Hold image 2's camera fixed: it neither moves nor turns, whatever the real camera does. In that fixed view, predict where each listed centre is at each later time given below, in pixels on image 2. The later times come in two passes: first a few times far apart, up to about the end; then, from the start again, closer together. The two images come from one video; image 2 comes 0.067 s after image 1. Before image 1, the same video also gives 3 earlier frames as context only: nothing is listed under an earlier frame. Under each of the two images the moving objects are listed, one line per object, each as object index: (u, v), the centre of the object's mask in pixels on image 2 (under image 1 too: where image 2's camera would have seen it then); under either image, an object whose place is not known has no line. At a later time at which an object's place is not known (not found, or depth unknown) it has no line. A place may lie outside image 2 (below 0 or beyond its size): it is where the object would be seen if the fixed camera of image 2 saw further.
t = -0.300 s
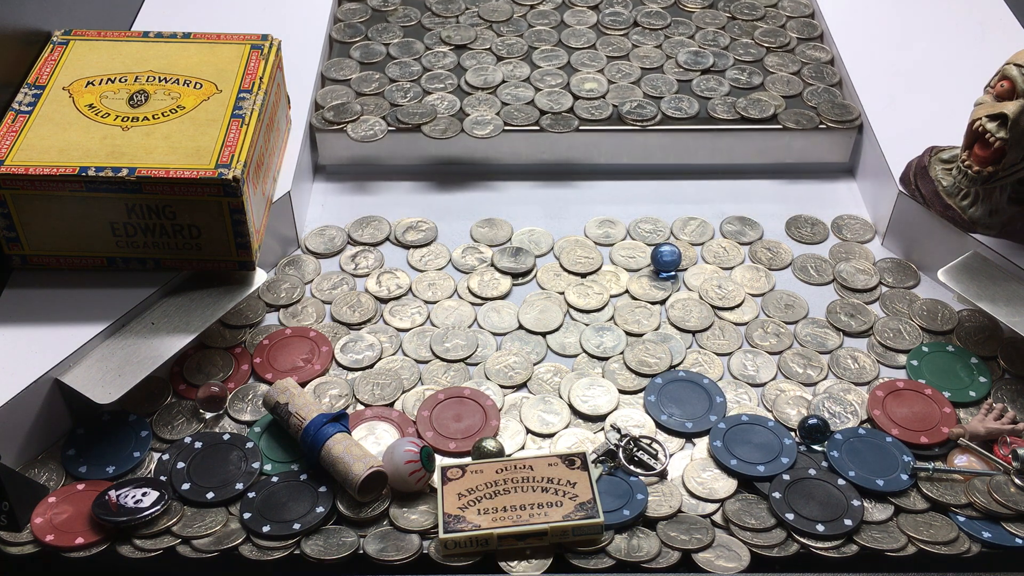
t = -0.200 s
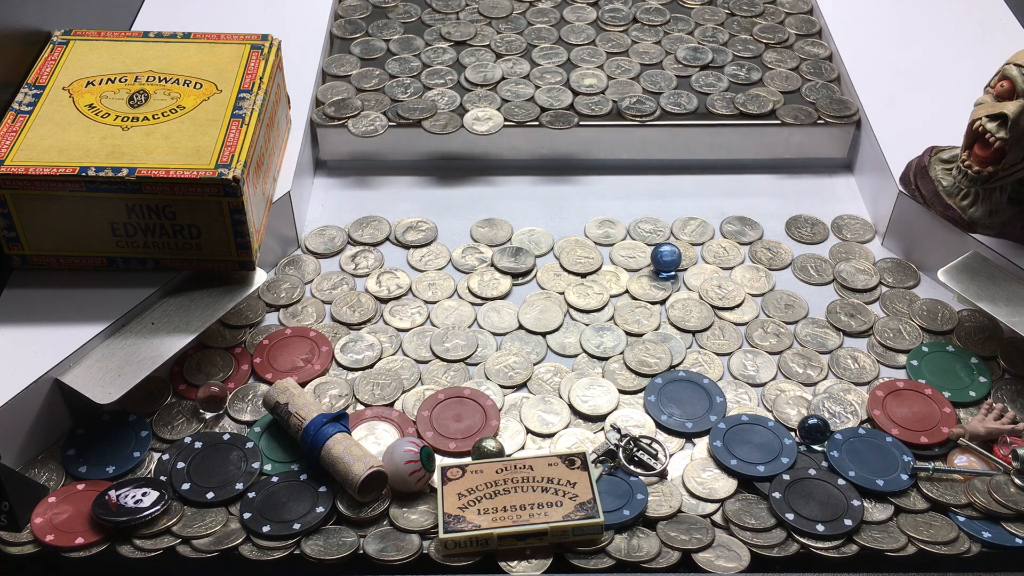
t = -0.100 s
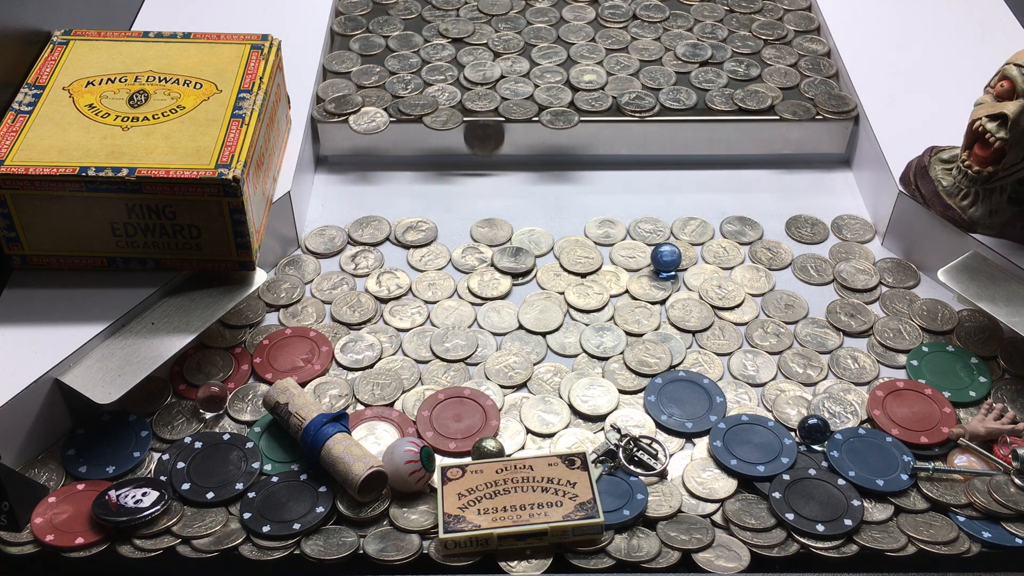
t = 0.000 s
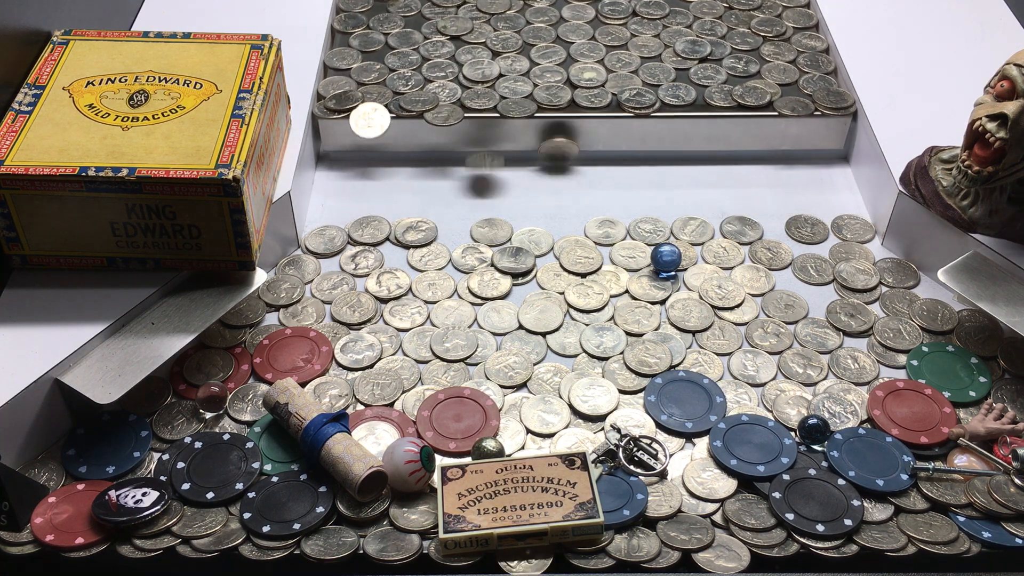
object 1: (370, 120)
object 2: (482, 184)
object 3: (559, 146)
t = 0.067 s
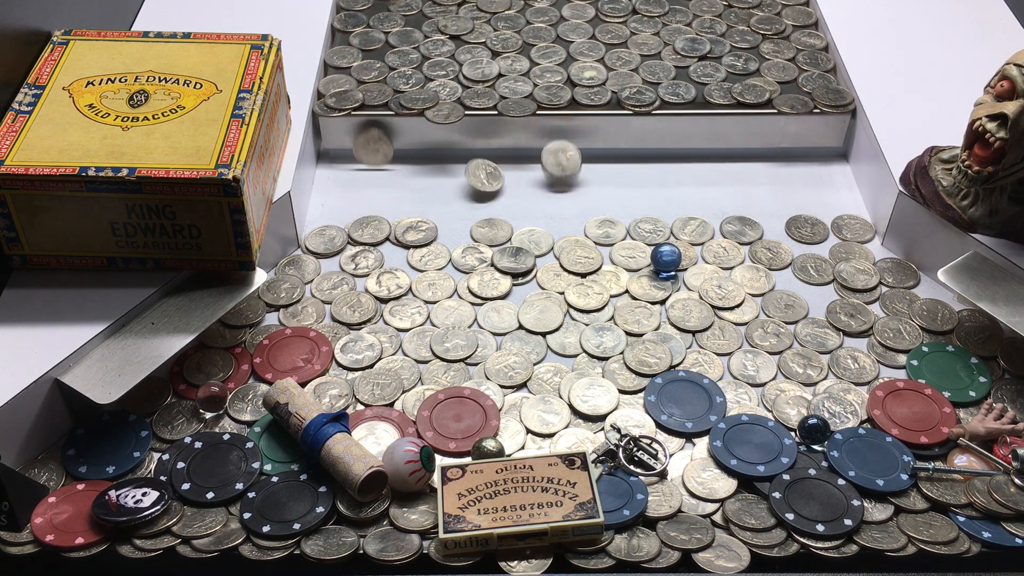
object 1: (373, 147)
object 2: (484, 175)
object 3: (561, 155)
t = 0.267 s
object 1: (378, 156)
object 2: (485, 180)
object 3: (562, 180)
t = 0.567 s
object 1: (379, 162)
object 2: (483, 183)
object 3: (563, 183)
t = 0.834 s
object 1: (380, 164)
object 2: (484, 184)
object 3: (563, 183)
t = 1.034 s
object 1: (380, 165)
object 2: (484, 184)
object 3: (563, 183)
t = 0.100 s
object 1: (373, 136)
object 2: (484, 177)
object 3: (562, 166)
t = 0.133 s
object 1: (375, 137)
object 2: (482, 185)
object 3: (563, 172)
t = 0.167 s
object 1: (378, 148)
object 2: (483, 183)
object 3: (564, 176)
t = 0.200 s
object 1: (378, 142)
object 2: (485, 183)
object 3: (563, 179)
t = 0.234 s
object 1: (378, 150)
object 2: (485, 185)
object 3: (565, 180)
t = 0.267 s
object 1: (378, 156)
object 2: (485, 180)
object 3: (562, 180)
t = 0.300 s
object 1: (378, 165)
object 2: (485, 180)
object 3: (562, 181)
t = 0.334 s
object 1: (377, 162)
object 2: (483, 179)
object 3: (563, 182)
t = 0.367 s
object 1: (380, 168)
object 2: (482, 182)
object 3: (563, 183)
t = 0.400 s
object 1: (378, 162)
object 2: (482, 183)
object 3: (562, 183)
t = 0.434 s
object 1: (377, 167)
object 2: (483, 184)
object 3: (562, 183)
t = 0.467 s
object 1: (377, 162)
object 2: (484, 184)
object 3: (563, 183)
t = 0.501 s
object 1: (377, 164)
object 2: (484, 184)
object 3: (562, 183)
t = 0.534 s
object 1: (378, 162)
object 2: (484, 184)
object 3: (563, 183)
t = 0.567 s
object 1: (379, 162)
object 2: (483, 183)
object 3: (563, 183)
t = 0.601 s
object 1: (380, 164)
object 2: (484, 184)
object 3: (563, 183)
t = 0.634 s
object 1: (381, 164)
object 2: (483, 183)
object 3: (563, 183)
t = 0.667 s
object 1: (380, 165)
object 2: (484, 184)
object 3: (563, 184)
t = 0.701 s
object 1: (380, 164)
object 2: (484, 184)
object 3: (563, 183)
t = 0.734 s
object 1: (380, 164)
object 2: (484, 184)
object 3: (563, 183)
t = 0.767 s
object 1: (380, 164)
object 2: (484, 184)
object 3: (563, 183)
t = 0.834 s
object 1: (380, 164)
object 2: (484, 184)
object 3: (563, 183)
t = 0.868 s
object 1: (380, 165)
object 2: (484, 184)
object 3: (563, 183)
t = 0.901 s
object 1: (380, 165)
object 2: (484, 184)
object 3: (563, 183)
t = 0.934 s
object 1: (380, 165)
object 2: (484, 184)
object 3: (563, 183)
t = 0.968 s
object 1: (380, 164)
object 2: (484, 184)
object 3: (563, 183)
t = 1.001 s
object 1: (380, 165)
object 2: (484, 184)
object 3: (563, 183)
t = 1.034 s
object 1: (380, 165)
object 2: (484, 184)
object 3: (563, 183)
